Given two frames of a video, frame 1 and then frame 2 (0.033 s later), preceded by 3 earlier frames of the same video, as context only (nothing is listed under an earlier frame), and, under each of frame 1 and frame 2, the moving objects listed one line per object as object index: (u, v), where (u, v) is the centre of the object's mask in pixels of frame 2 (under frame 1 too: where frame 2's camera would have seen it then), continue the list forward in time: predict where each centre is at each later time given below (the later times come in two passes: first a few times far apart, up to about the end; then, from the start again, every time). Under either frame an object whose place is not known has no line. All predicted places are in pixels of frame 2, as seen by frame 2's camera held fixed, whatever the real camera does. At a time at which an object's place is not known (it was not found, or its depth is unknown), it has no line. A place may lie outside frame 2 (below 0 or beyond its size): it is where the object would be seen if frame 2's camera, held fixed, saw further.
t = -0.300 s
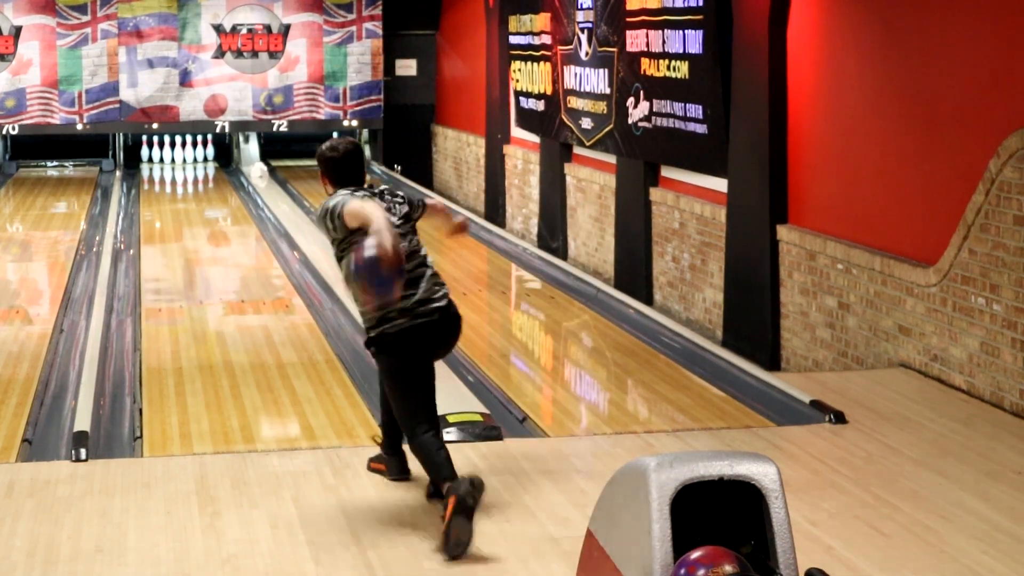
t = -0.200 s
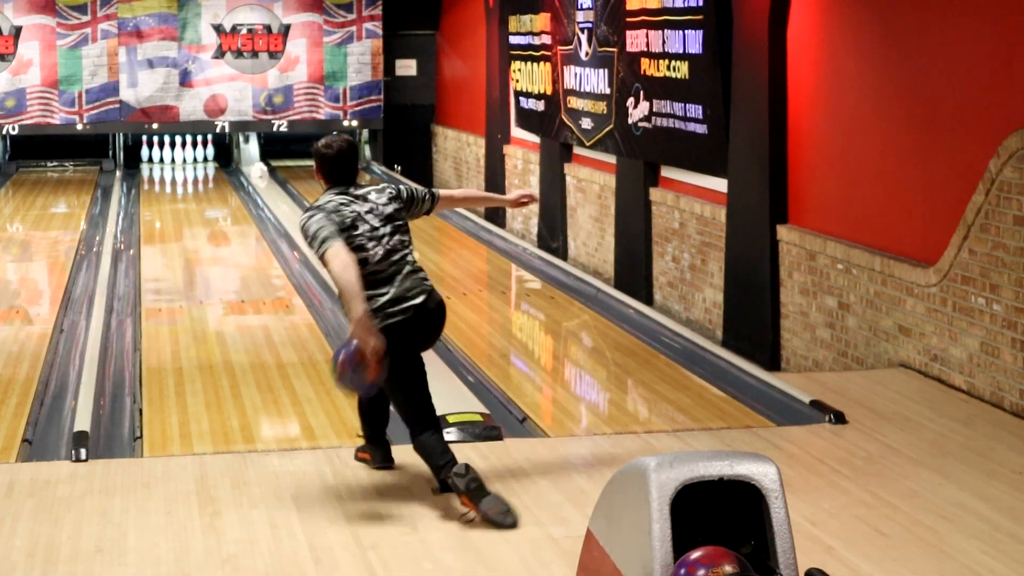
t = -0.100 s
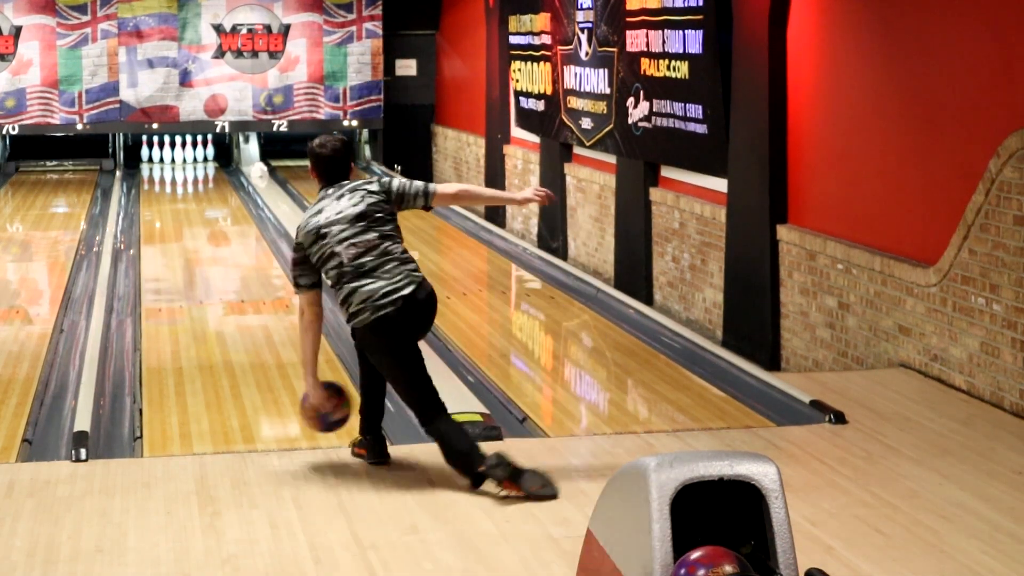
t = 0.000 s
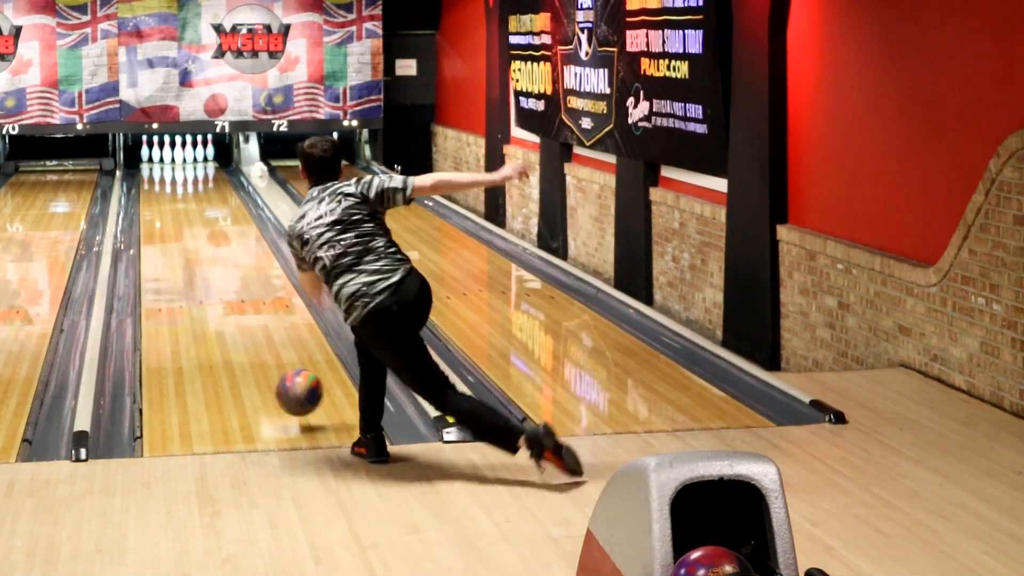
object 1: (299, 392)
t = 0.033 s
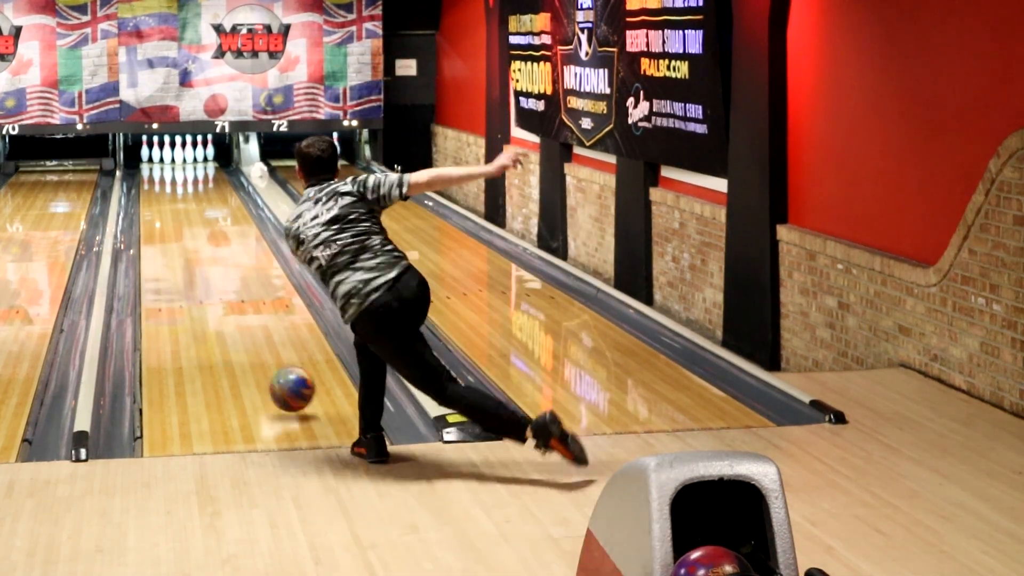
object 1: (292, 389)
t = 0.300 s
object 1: (249, 330)
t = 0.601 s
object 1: (217, 279)
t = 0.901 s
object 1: (195, 244)
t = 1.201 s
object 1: (180, 217)
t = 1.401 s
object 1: (173, 204)
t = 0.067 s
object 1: (286, 387)
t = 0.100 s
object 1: (280, 378)
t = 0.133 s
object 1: (274, 369)
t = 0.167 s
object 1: (268, 360)
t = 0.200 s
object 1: (263, 353)
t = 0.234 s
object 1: (258, 344)
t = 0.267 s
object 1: (253, 337)
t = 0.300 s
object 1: (249, 330)
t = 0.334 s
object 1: (244, 324)
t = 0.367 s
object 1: (240, 316)
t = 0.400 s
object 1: (237, 310)
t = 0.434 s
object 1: (233, 304)
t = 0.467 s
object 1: (230, 299)
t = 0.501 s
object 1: (226, 294)
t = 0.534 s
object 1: (223, 288)
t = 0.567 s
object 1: (218, 285)
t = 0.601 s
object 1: (217, 279)
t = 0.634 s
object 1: (214, 275)
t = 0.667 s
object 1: (211, 271)
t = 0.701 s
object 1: (209, 267)
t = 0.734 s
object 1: (206, 263)
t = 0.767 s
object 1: (204, 260)
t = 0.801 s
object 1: (202, 255)
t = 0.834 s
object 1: (199, 252)
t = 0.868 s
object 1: (197, 248)
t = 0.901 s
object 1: (195, 244)
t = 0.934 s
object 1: (194, 242)
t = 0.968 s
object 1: (192, 238)
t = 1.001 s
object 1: (190, 234)
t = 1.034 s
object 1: (188, 231)
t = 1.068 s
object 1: (187, 229)
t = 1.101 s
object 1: (185, 226)
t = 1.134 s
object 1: (183, 223)
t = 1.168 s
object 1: (182, 221)
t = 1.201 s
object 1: (180, 217)
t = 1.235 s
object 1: (179, 215)
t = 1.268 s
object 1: (178, 213)
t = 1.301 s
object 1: (176, 211)
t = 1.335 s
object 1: (175, 208)
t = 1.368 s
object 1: (174, 206)
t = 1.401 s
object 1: (173, 204)
